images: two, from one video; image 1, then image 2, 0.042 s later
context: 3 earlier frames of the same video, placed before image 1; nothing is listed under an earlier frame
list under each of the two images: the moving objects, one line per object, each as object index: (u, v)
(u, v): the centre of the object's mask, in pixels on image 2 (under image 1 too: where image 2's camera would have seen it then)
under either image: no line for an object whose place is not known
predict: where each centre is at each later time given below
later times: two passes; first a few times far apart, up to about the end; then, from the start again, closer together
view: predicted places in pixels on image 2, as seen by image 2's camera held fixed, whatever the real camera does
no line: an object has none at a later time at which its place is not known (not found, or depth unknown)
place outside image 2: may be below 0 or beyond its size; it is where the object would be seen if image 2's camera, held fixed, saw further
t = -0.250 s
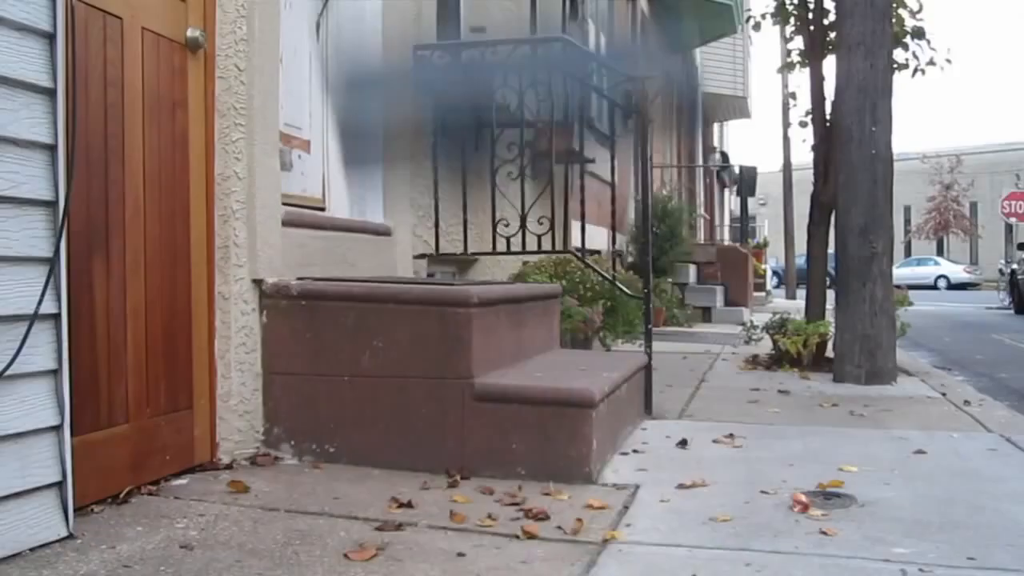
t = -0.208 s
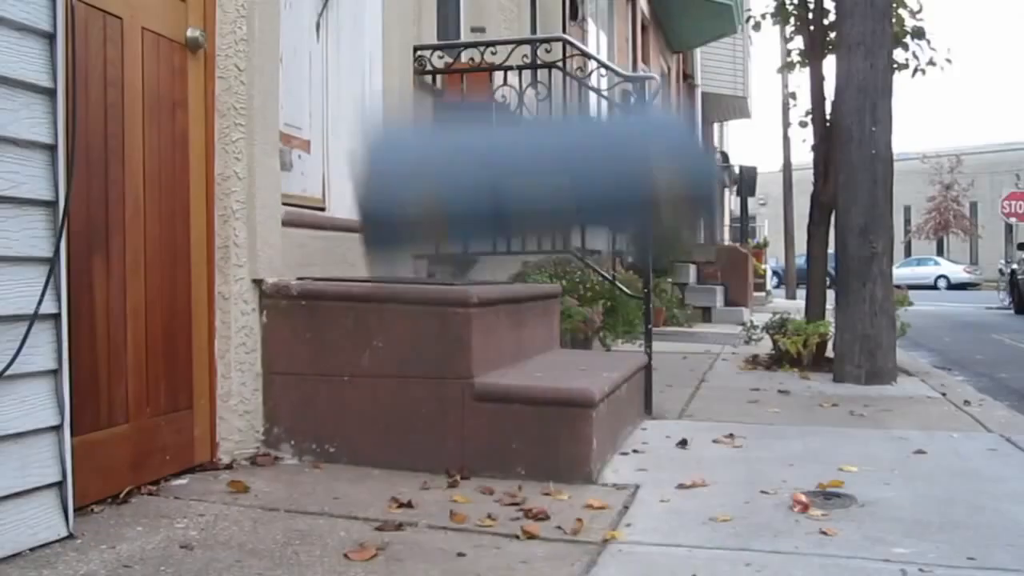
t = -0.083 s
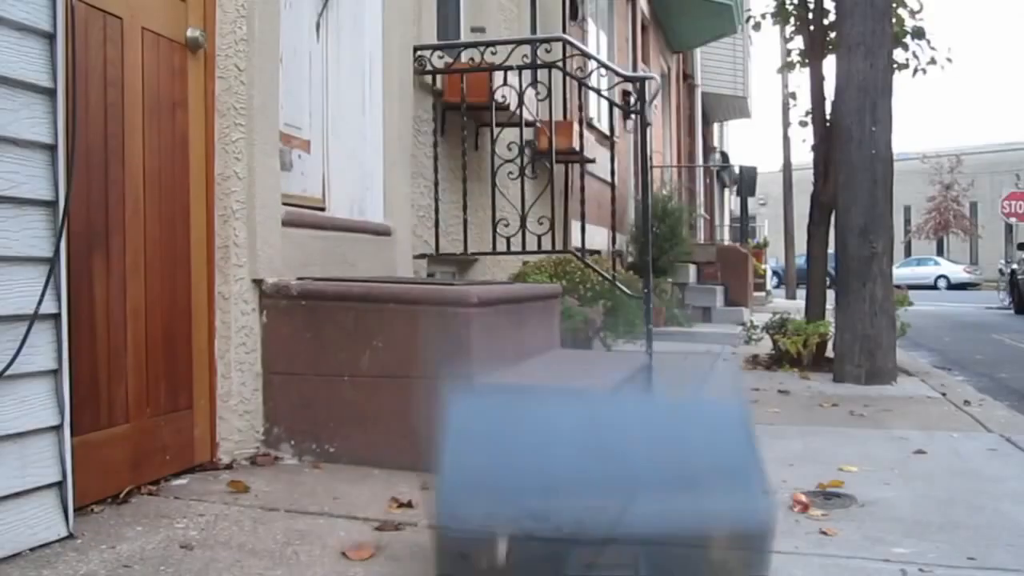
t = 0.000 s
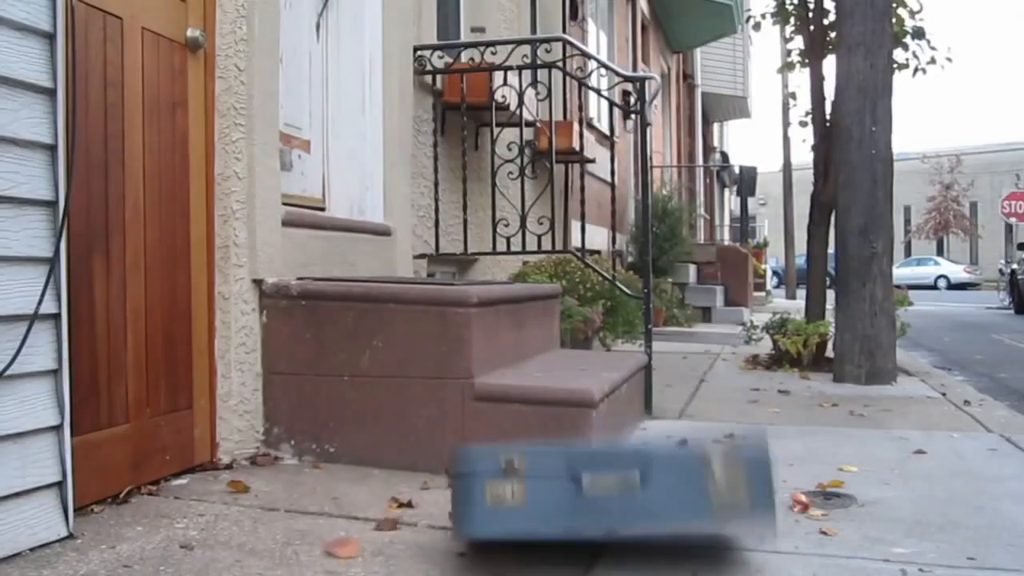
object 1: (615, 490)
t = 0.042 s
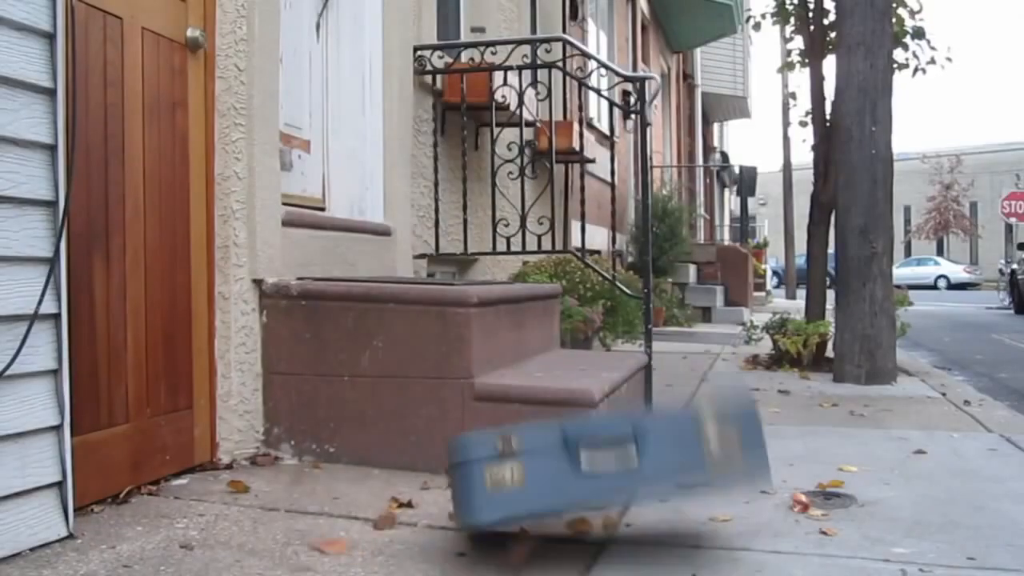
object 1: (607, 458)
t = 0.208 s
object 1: (593, 431)
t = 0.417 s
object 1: (619, 493)
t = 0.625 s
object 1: (622, 497)
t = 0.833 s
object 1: (622, 501)
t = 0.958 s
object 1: (622, 501)
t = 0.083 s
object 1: (597, 438)
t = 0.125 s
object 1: (592, 430)
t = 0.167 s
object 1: (591, 427)
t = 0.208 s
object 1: (593, 431)
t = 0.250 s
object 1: (596, 438)
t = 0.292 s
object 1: (602, 449)
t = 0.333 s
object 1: (607, 460)
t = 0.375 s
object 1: (616, 472)
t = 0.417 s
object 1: (619, 493)
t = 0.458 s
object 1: (625, 491)
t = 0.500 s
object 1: (622, 485)
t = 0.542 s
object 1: (622, 483)
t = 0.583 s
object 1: (620, 487)
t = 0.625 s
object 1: (622, 497)
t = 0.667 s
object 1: (622, 501)
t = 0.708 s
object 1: (622, 501)
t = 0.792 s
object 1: (622, 501)
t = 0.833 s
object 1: (622, 501)
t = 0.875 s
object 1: (622, 501)
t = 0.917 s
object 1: (622, 501)
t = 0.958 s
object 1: (622, 501)
